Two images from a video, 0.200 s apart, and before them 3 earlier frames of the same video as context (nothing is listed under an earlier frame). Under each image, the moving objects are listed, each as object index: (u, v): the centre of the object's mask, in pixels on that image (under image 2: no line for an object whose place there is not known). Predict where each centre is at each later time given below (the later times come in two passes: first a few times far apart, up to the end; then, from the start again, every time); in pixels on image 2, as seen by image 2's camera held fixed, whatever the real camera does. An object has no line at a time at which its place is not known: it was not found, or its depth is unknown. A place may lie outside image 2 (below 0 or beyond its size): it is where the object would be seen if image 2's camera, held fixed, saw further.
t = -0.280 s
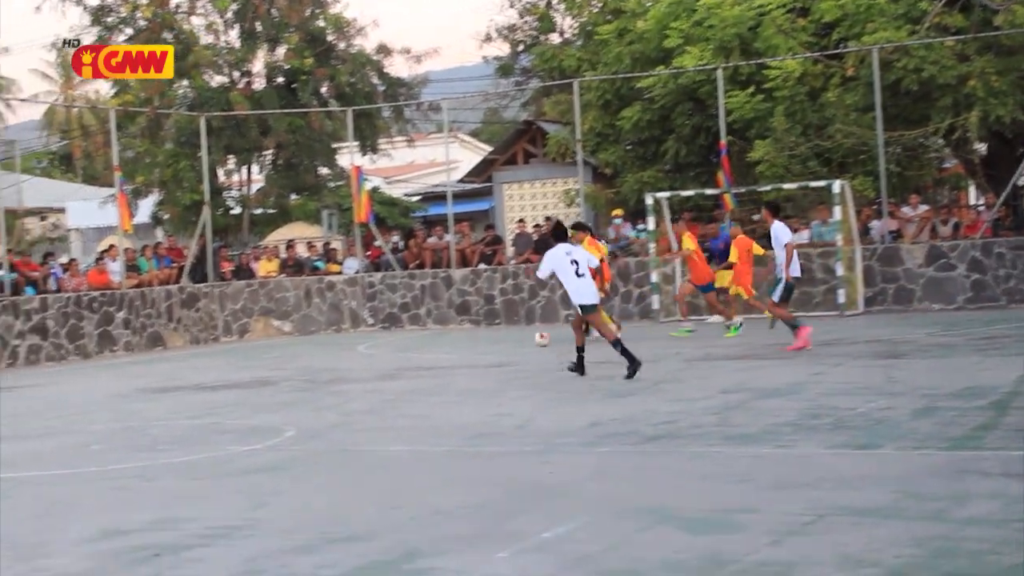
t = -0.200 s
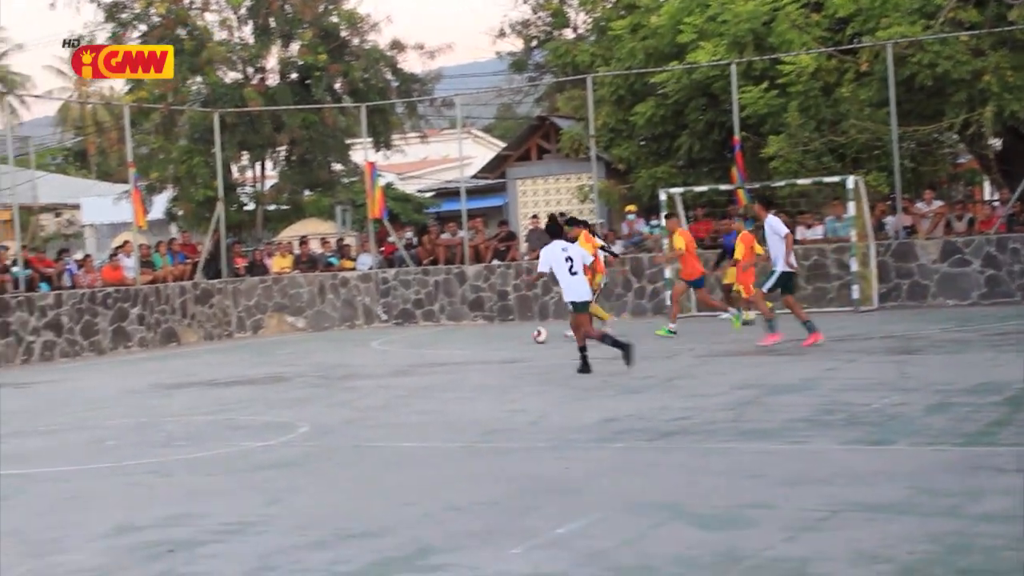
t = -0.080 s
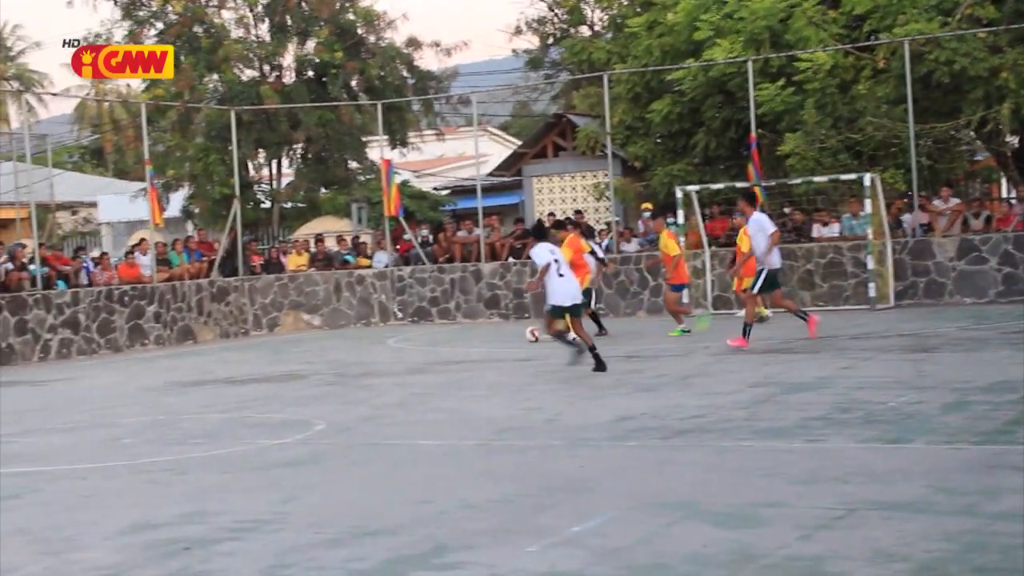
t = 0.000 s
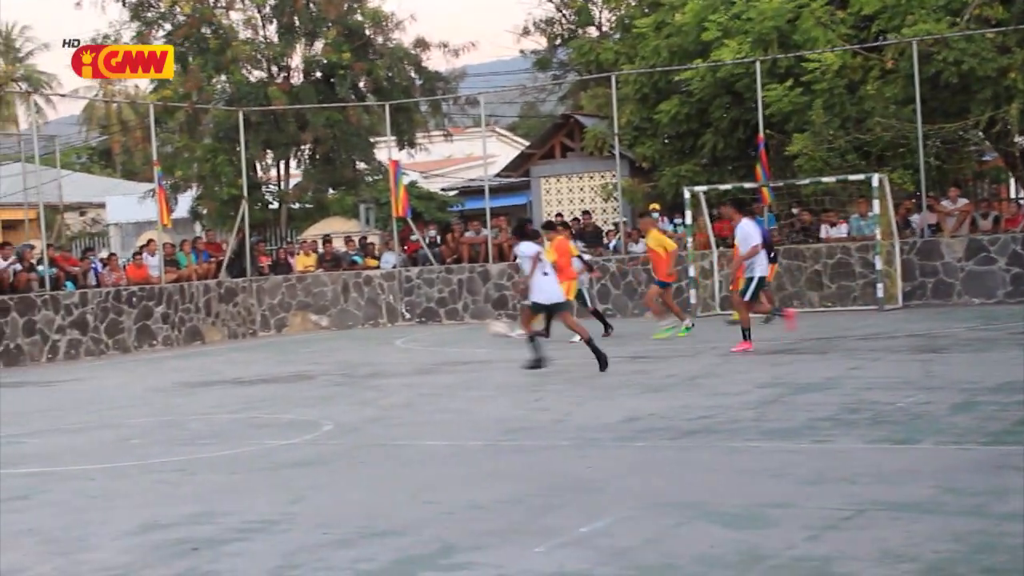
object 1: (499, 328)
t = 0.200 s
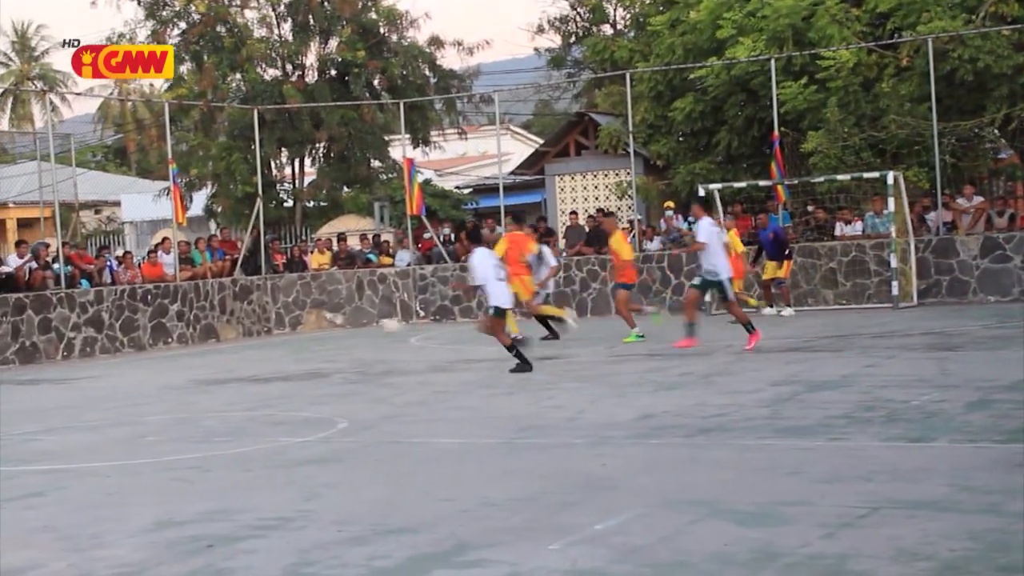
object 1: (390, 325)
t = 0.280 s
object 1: (341, 334)
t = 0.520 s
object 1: (203, 356)
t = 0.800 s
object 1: (69, 371)
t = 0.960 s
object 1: (7, 378)
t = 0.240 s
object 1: (368, 328)
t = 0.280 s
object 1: (341, 334)
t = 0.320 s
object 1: (314, 340)
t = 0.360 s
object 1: (287, 348)
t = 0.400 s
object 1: (263, 357)
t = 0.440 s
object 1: (242, 357)
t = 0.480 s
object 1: (222, 356)
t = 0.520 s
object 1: (203, 356)
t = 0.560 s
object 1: (183, 356)
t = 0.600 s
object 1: (161, 360)
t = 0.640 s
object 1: (143, 365)
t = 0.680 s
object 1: (123, 370)
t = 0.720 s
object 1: (105, 369)
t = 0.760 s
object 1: (86, 369)
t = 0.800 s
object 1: (69, 371)
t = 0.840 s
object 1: (53, 373)
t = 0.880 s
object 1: (34, 377)
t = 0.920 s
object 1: (17, 378)
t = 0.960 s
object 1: (7, 378)
